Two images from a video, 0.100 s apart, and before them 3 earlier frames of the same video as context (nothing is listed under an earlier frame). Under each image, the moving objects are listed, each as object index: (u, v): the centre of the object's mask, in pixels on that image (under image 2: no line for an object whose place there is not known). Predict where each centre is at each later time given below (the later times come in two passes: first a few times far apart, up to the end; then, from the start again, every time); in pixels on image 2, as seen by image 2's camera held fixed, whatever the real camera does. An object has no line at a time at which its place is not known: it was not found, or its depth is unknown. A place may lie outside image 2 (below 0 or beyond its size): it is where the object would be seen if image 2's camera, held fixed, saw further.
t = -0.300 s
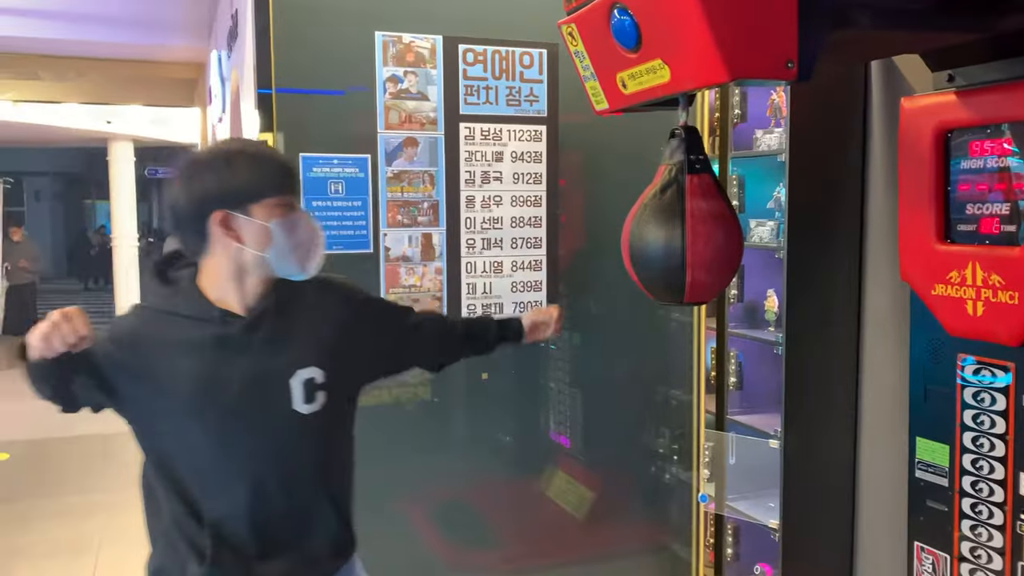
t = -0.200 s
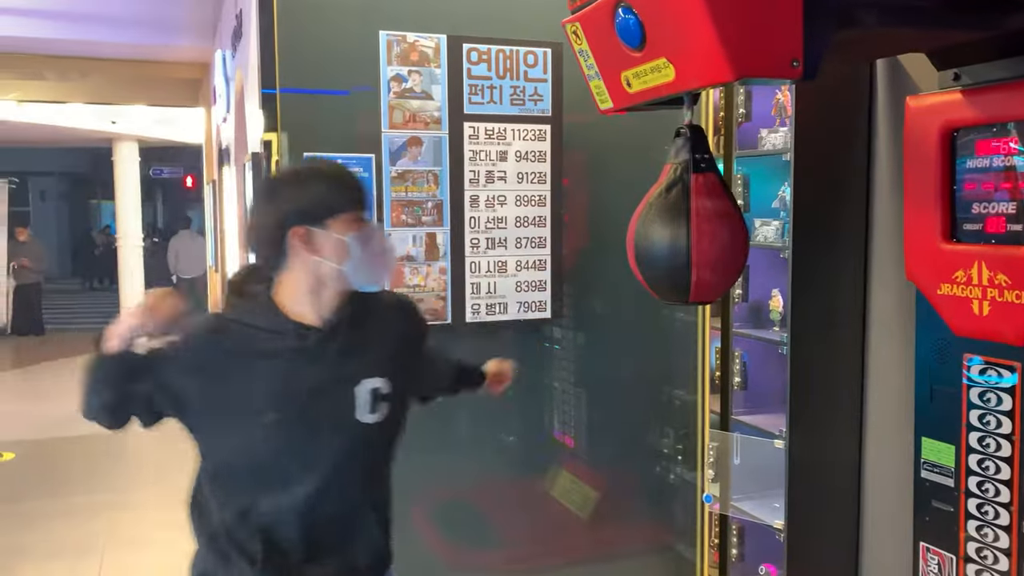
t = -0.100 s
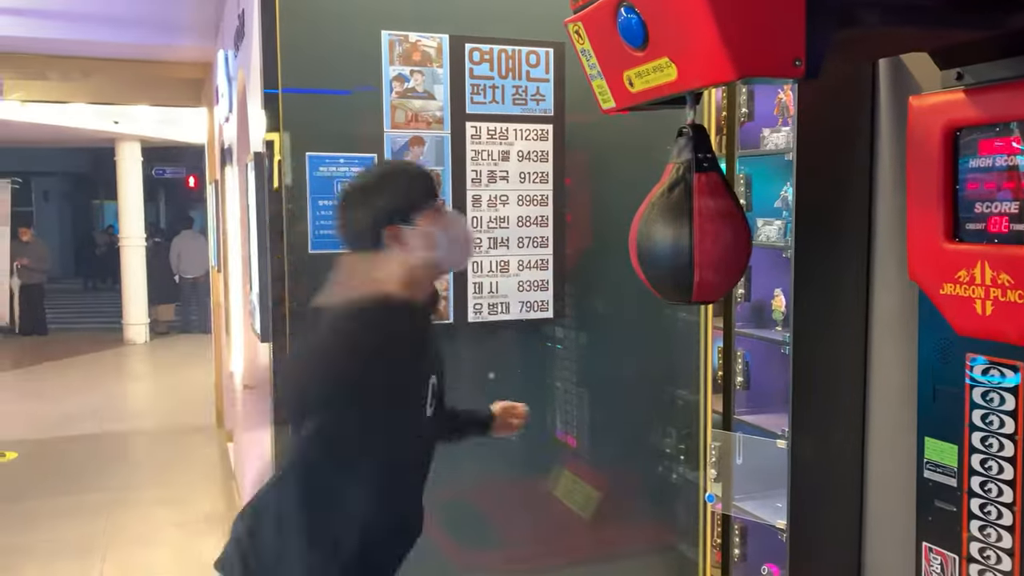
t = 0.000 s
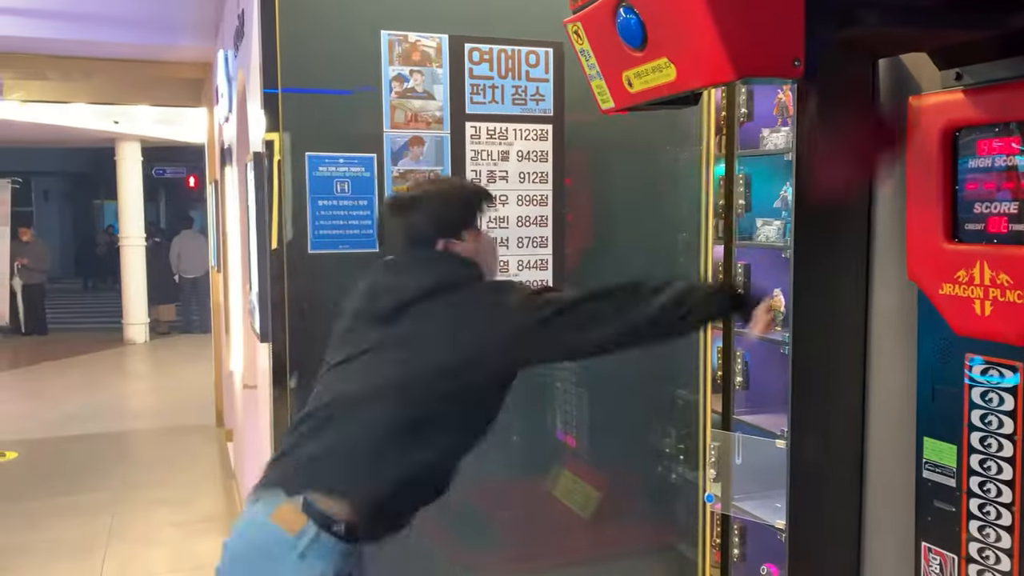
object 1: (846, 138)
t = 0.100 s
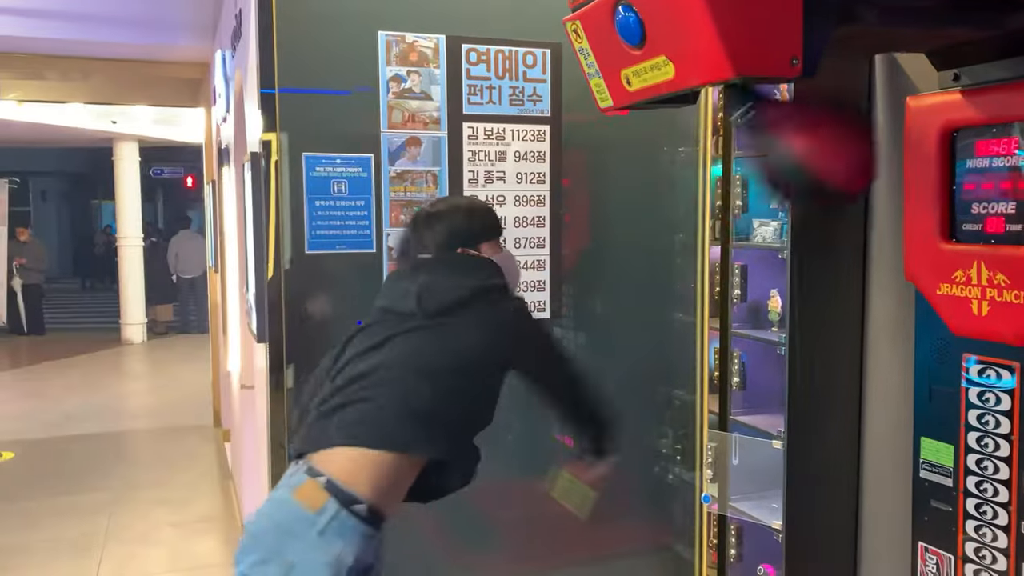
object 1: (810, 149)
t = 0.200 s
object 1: (686, 223)
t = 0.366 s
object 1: (614, 56)
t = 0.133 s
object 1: (773, 184)
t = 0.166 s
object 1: (731, 218)
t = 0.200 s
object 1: (686, 223)
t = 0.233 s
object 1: (647, 190)
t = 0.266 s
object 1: (618, 154)
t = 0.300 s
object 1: (600, 109)
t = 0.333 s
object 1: (604, 71)
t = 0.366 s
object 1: (614, 56)
